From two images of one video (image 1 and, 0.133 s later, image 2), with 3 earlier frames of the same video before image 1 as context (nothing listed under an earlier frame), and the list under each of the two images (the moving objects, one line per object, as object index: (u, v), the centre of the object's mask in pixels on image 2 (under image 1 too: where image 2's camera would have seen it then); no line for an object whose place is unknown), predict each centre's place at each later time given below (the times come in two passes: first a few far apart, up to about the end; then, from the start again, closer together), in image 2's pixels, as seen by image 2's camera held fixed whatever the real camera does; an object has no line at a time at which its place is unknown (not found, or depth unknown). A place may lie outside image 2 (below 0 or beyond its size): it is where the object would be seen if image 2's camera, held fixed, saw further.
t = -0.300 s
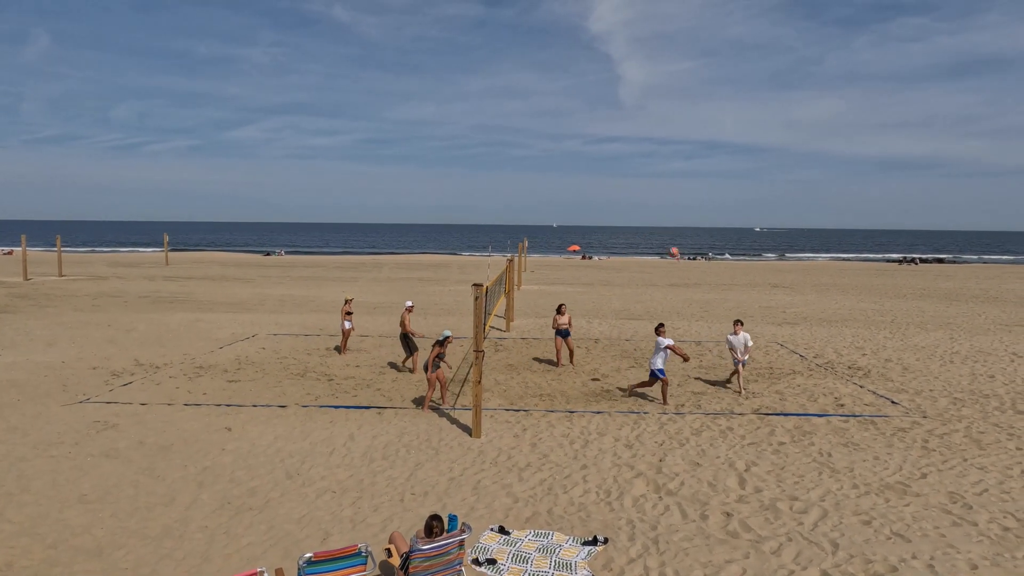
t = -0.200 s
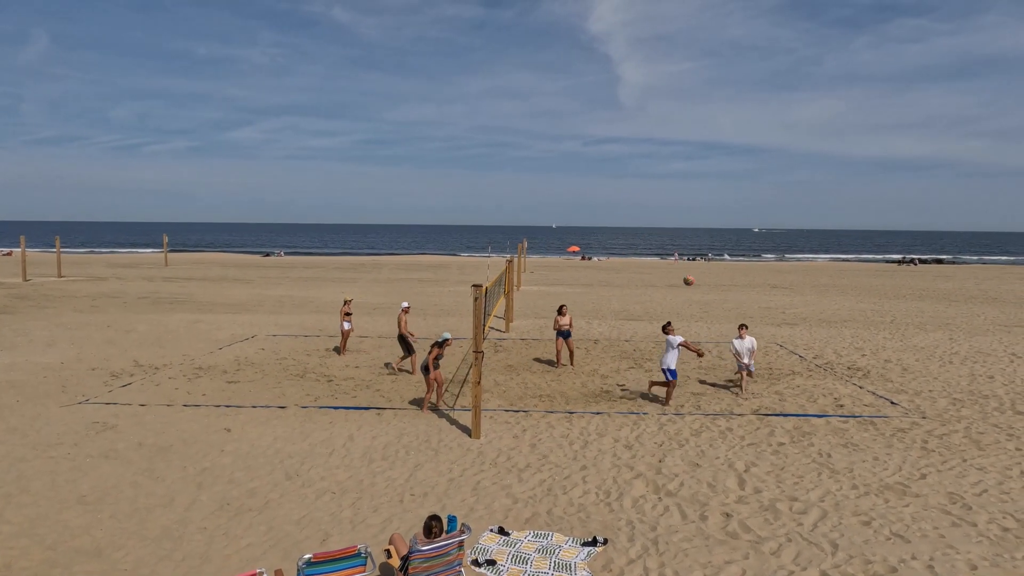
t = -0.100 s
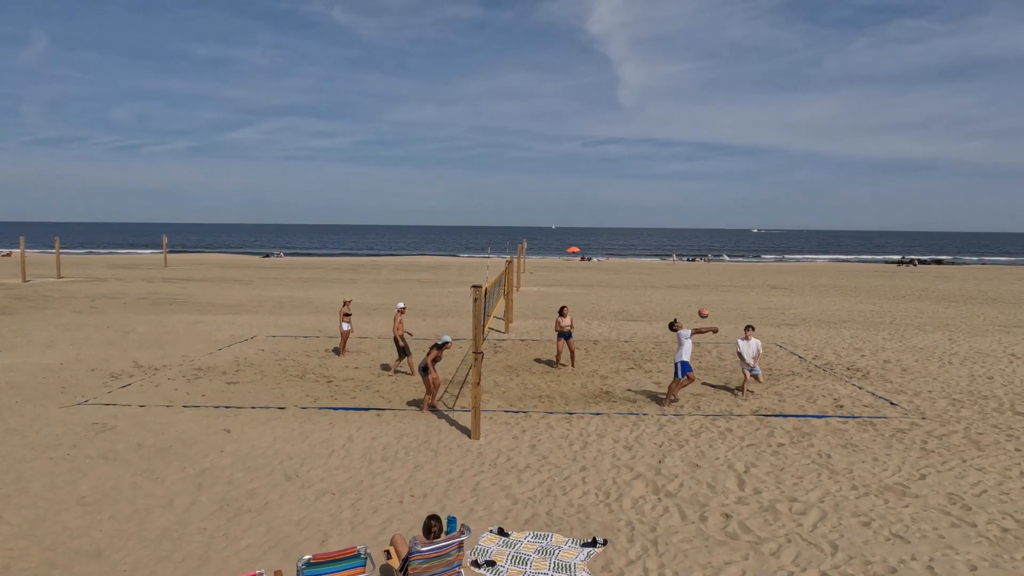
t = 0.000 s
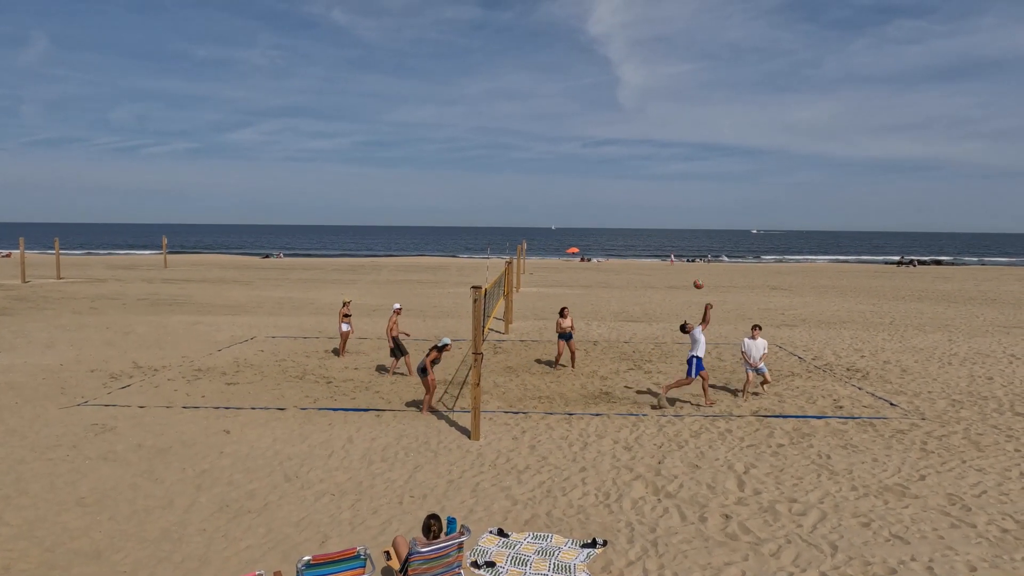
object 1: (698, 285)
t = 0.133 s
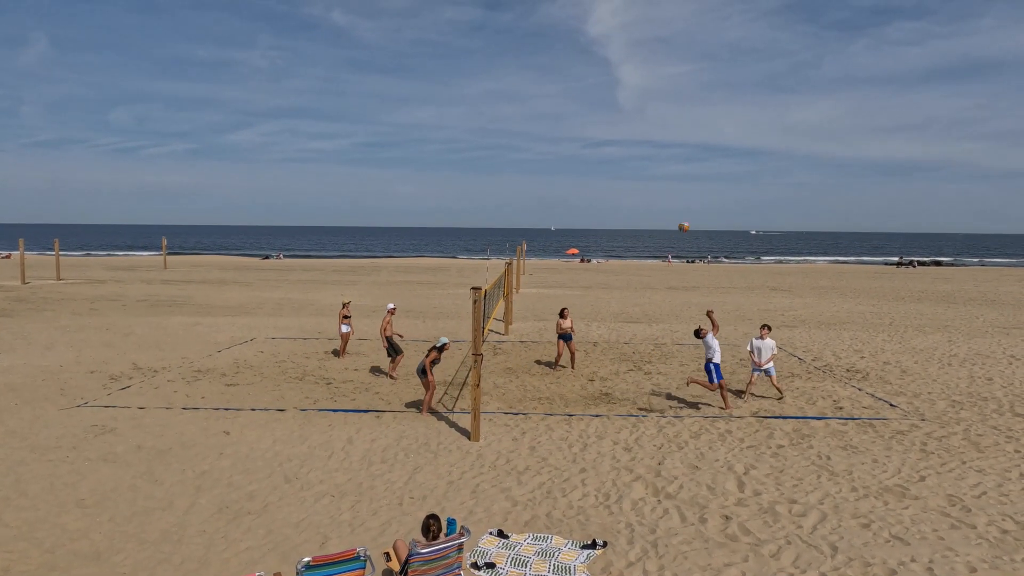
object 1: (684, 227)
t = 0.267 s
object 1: (668, 178)
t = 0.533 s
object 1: (634, 106)
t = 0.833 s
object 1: (592, 69)
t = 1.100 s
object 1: (554, 75)
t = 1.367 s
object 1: (515, 119)
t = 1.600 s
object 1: (482, 186)
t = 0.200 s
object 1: (676, 201)
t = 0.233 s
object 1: (672, 189)
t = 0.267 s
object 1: (668, 178)
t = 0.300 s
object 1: (664, 167)
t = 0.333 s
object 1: (660, 157)
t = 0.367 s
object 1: (655, 147)
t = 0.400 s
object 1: (651, 138)
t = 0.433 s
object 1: (647, 129)
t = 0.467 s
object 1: (643, 121)
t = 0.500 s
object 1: (638, 113)
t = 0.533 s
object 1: (634, 106)
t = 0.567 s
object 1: (629, 100)
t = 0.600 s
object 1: (625, 94)
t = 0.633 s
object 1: (620, 89)
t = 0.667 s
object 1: (616, 84)
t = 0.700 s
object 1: (611, 80)
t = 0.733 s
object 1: (606, 77)
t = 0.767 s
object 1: (602, 73)
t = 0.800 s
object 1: (597, 71)
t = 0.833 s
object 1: (592, 69)
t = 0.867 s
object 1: (587, 68)
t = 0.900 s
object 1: (583, 67)
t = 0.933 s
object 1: (578, 67)
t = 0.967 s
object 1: (573, 67)
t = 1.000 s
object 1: (568, 69)
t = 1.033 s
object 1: (564, 70)
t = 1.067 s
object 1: (559, 72)
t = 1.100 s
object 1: (554, 75)
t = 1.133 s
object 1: (549, 79)
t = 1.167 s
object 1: (544, 82)
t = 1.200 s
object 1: (539, 87)
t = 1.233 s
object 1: (535, 92)
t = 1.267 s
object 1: (530, 98)
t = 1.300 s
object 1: (525, 104)
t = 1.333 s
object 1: (520, 111)
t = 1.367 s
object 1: (515, 119)
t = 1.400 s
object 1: (510, 127)
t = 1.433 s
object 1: (505, 135)
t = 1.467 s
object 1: (501, 144)
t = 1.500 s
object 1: (496, 154)
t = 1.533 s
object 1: (491, 164)
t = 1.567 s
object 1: (486, 175)
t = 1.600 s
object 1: (482, 186)
